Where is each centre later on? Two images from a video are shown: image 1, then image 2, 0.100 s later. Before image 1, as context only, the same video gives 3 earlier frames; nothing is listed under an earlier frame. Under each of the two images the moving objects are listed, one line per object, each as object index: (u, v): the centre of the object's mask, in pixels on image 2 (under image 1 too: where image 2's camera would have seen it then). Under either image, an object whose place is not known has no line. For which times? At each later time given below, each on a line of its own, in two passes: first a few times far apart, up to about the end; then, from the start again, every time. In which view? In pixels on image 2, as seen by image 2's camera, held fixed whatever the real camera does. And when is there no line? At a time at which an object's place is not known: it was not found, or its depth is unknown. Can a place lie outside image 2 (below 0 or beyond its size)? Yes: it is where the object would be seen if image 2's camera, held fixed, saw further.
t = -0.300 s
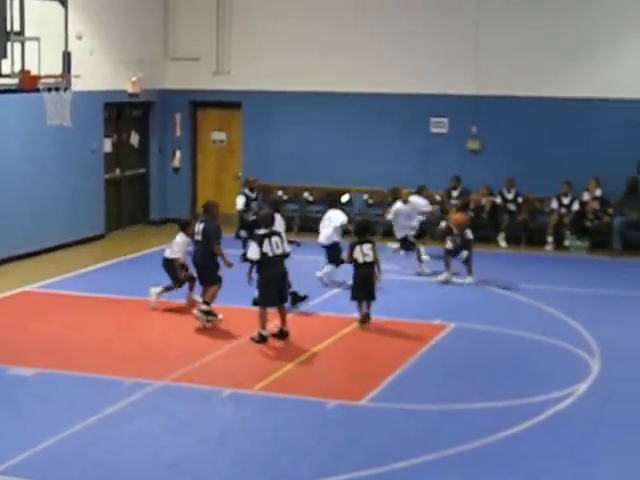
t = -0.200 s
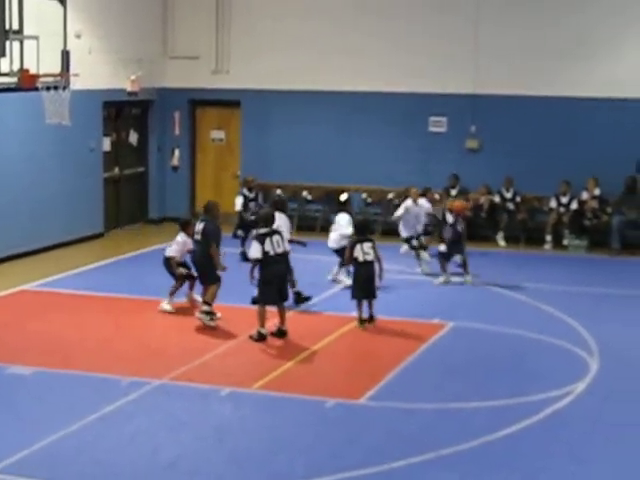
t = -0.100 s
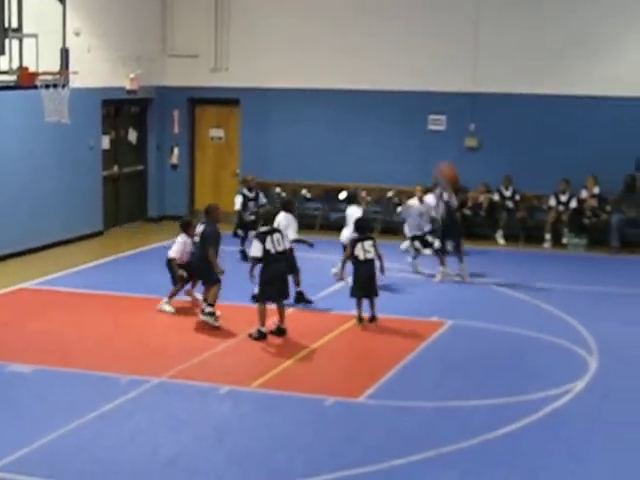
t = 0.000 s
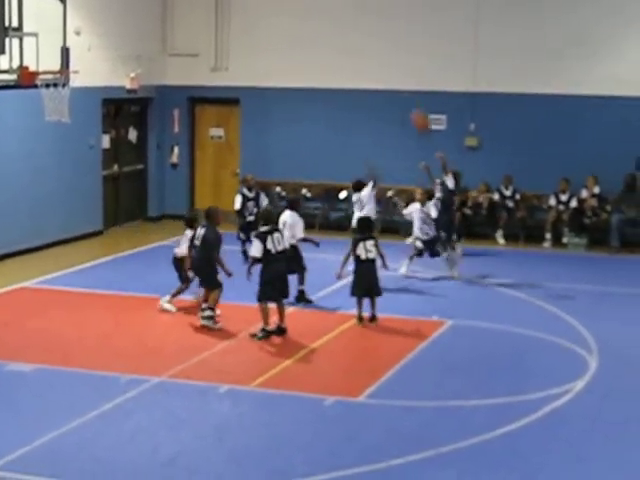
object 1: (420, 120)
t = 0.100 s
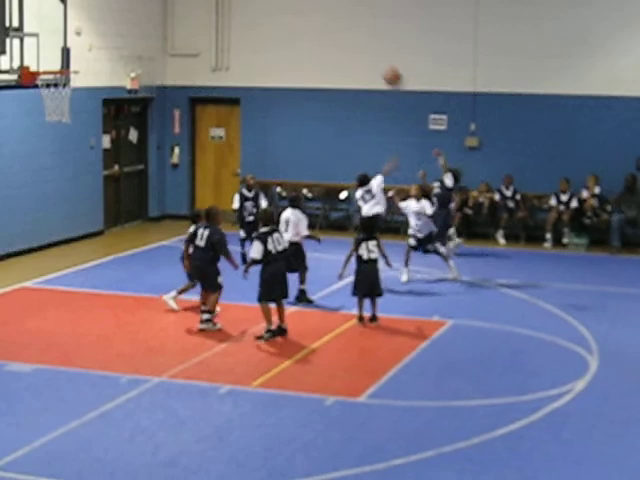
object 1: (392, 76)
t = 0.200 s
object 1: (362, 41)
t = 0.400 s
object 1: (297, -6)
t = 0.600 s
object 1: (232, -25)
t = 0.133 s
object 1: (382, 65)
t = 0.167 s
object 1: (372, 53)
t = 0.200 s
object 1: (362, 41)
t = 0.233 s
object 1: (352, 31)
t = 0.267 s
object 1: (341, 21)
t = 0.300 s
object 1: (330, 11)
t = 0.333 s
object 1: (320, 4)
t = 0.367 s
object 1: (308, -2)
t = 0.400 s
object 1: (297, -6)
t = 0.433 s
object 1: (287, -9)
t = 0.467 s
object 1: (276, -14)
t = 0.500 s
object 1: (265, -17)
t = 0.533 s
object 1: (254, -20)
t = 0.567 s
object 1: (243, -22)
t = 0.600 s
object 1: (232, -25)
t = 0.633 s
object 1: (221, -26)
